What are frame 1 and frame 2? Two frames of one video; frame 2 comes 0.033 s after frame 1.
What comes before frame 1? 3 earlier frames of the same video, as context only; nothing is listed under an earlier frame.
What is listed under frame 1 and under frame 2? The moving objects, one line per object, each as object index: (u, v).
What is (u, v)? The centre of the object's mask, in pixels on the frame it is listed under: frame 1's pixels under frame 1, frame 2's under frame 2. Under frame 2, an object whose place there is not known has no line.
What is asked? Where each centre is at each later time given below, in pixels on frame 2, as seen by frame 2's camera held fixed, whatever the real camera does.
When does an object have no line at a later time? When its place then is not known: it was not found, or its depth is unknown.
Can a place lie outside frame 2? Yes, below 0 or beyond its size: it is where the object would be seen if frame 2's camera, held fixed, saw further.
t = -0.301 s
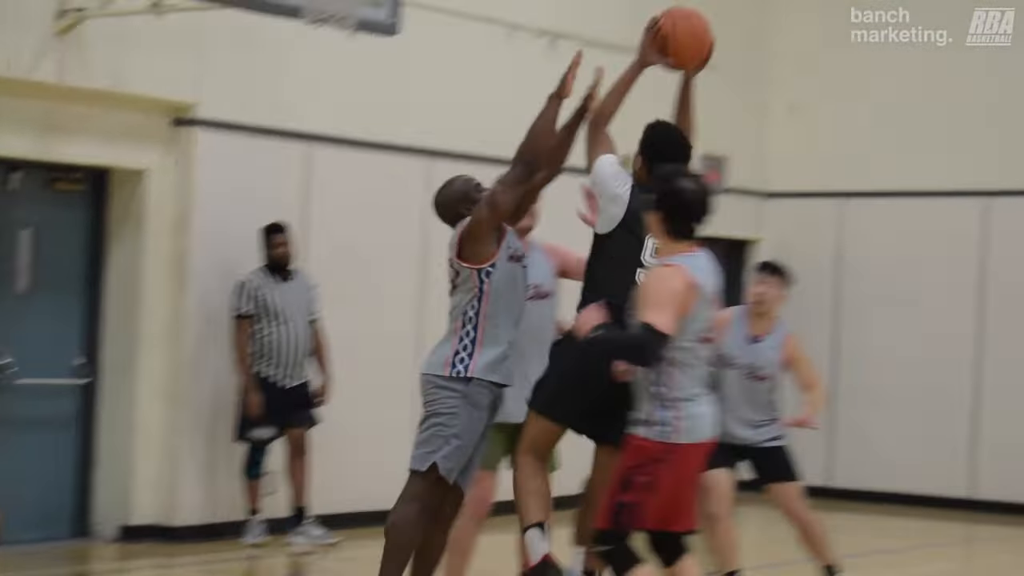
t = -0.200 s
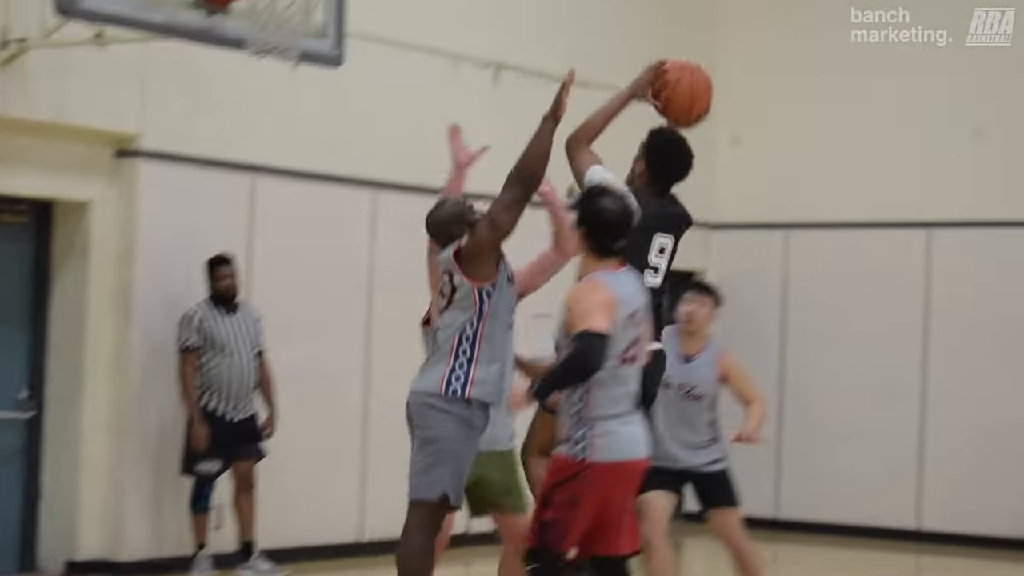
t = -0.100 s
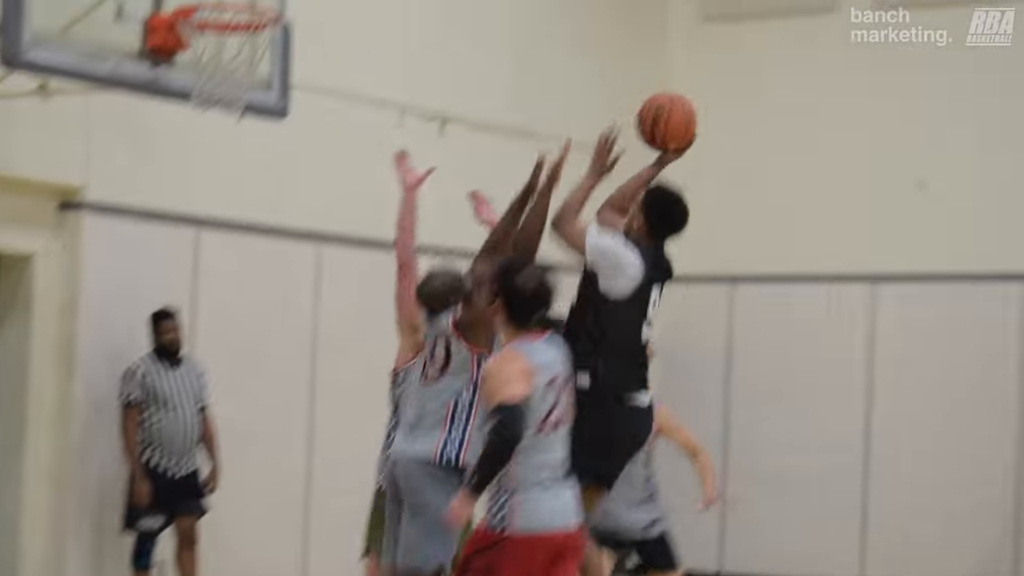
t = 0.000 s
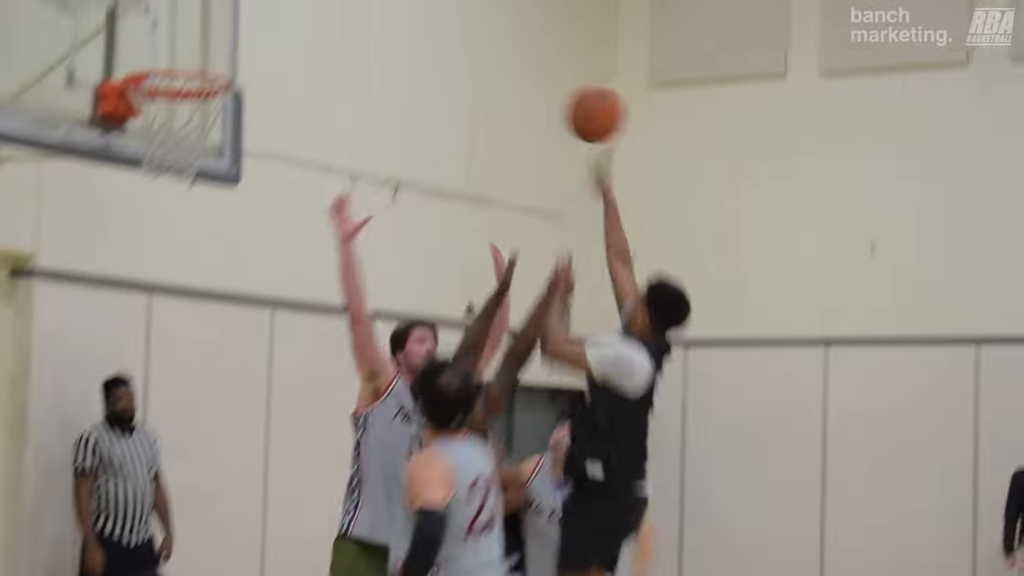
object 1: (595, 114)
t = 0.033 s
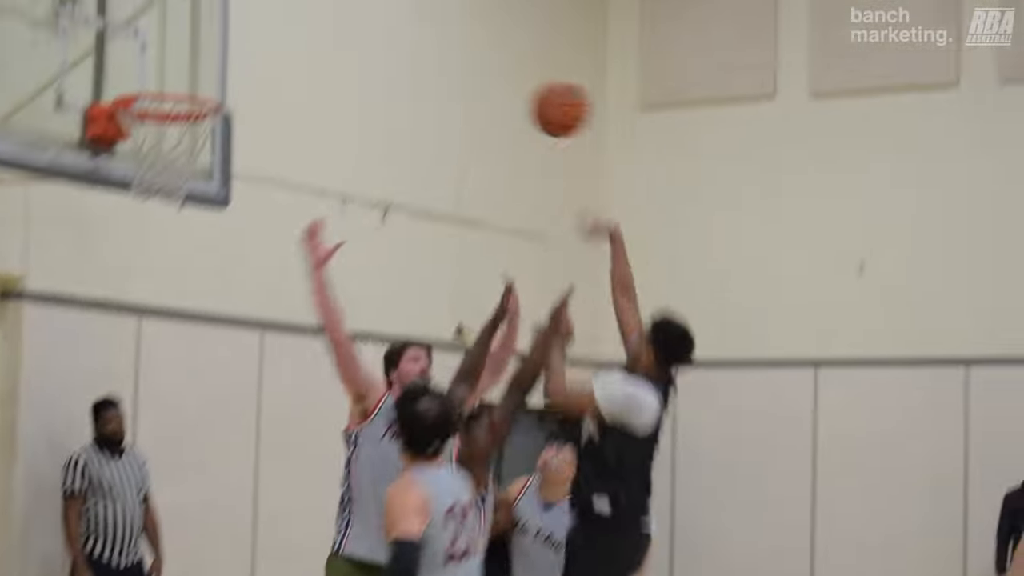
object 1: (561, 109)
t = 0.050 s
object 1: (549, 96)
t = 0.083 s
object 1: (524, 74)
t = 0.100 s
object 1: (513, 64)
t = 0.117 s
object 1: (501, 54)
